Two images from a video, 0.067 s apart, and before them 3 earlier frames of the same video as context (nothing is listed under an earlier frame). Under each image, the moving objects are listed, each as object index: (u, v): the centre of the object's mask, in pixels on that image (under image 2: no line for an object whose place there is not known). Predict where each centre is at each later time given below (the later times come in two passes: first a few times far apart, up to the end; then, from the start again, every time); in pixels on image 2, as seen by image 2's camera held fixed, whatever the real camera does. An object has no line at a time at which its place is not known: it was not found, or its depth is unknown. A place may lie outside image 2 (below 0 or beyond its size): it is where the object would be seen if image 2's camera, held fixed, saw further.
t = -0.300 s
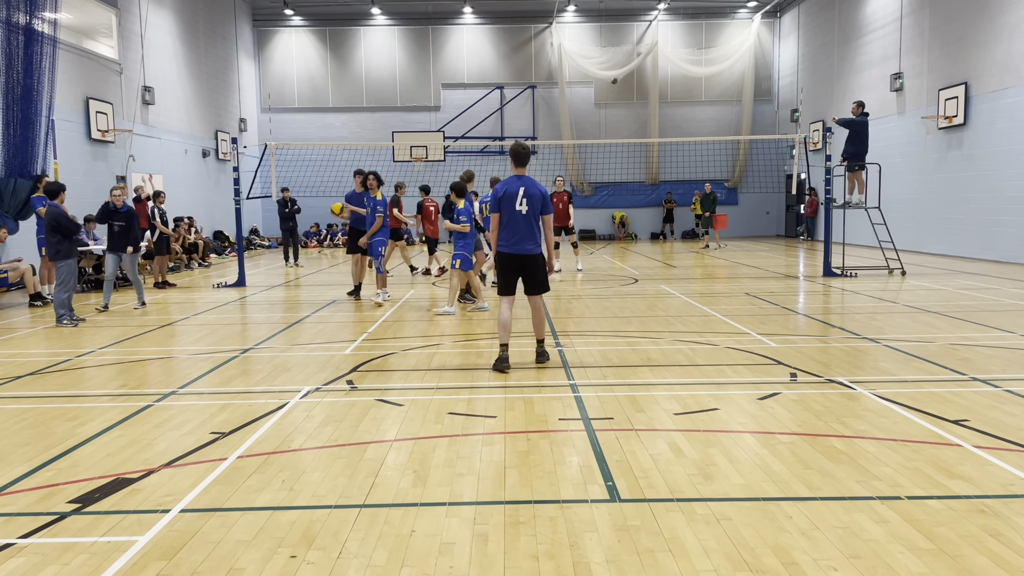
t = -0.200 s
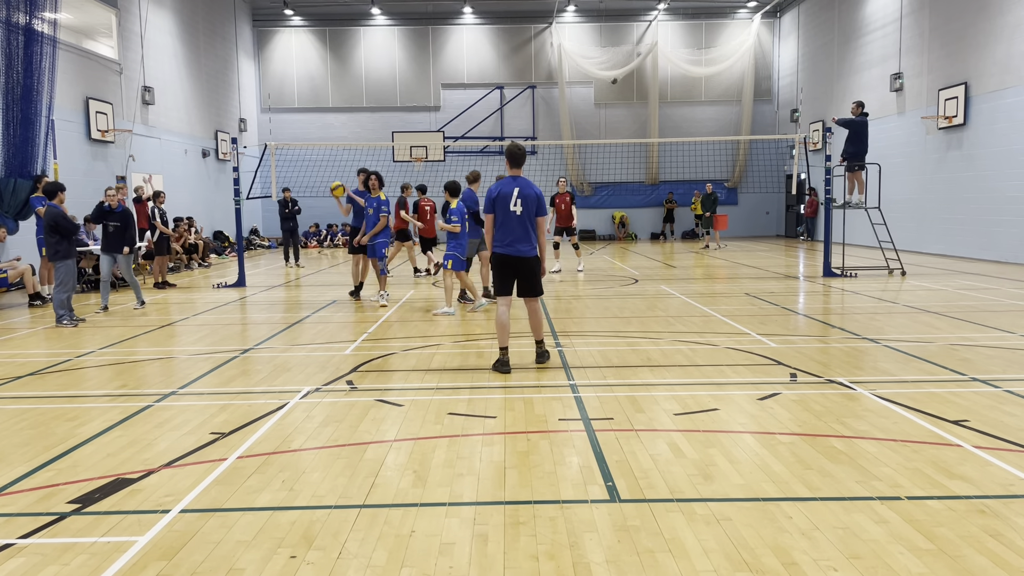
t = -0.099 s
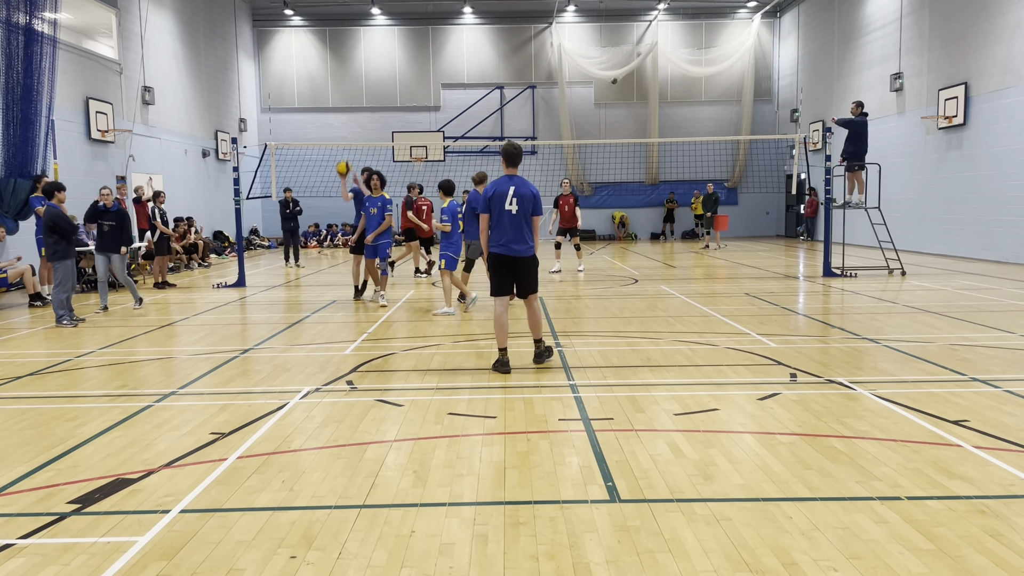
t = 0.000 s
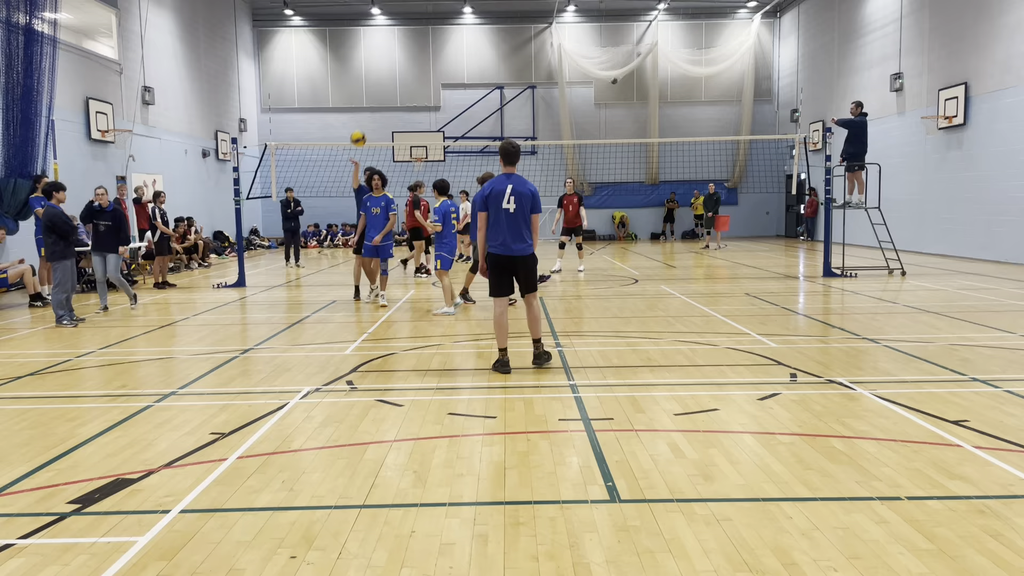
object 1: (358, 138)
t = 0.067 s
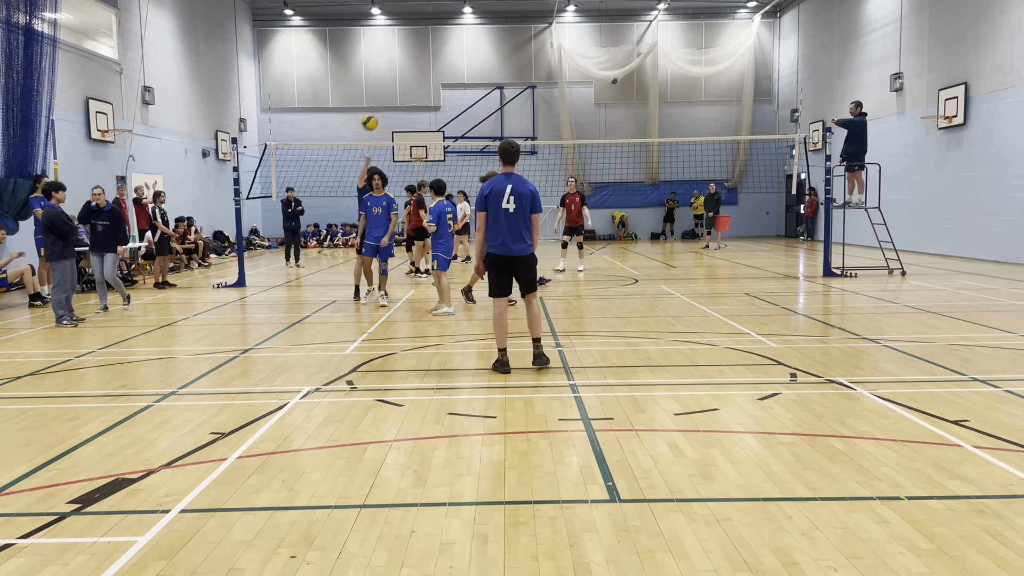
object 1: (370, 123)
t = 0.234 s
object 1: (401, 94)
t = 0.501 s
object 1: (461, 91)
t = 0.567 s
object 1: (477, 103)
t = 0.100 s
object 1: (376, 115)
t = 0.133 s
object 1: (382, 109)
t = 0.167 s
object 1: (388, 103)
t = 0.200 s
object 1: (395, 98)
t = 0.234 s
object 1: (401, 94)
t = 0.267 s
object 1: (408, 90)
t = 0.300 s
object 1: (415, 88)
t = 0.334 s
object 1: (422, 86)
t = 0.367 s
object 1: (429, 85)
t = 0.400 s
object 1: (436, 85)
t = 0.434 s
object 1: (444, 86)
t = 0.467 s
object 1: (451, 88)
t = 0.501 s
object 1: (461, 91)
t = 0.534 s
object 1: (468, 96)
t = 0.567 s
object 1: (477, 103)
